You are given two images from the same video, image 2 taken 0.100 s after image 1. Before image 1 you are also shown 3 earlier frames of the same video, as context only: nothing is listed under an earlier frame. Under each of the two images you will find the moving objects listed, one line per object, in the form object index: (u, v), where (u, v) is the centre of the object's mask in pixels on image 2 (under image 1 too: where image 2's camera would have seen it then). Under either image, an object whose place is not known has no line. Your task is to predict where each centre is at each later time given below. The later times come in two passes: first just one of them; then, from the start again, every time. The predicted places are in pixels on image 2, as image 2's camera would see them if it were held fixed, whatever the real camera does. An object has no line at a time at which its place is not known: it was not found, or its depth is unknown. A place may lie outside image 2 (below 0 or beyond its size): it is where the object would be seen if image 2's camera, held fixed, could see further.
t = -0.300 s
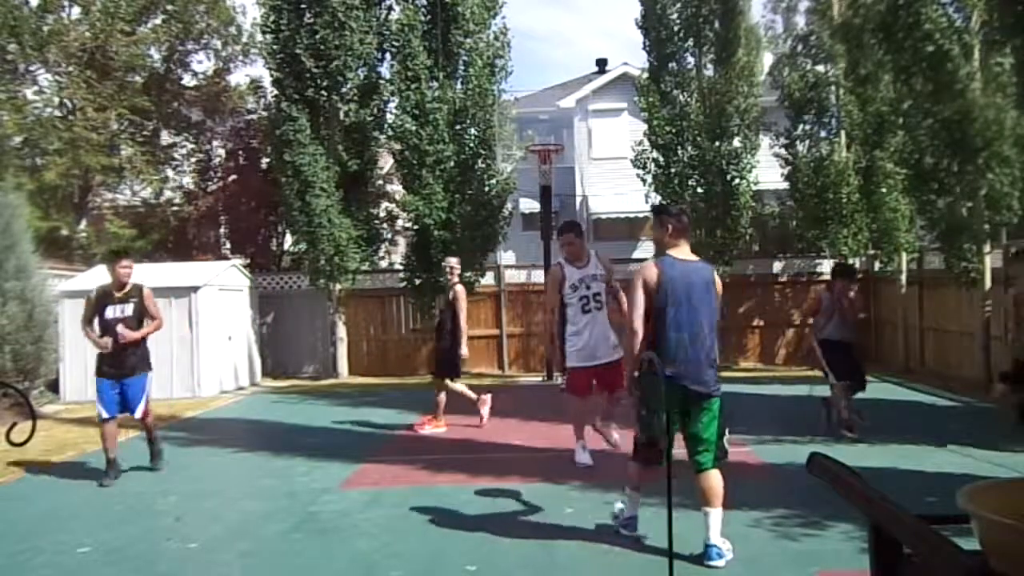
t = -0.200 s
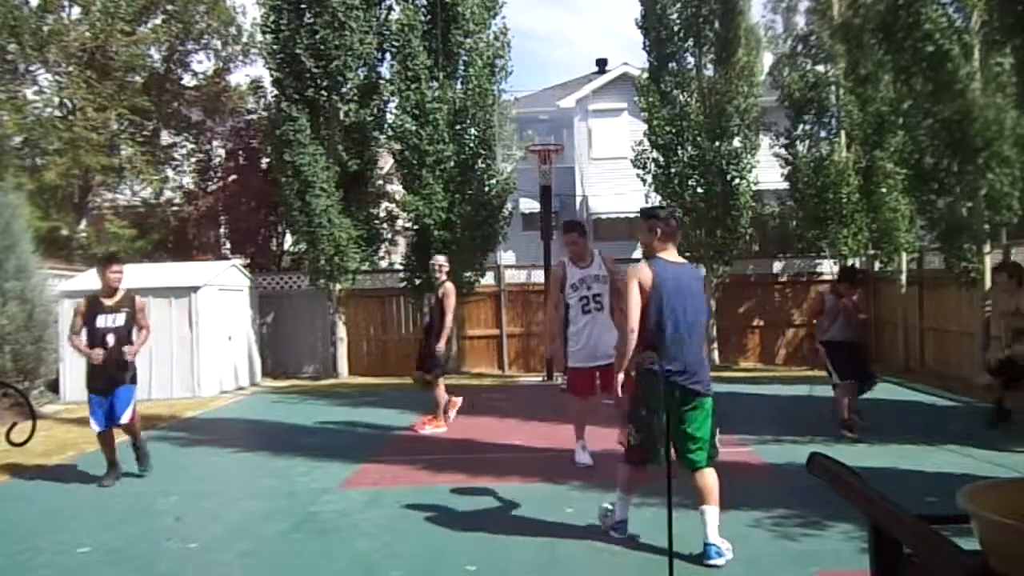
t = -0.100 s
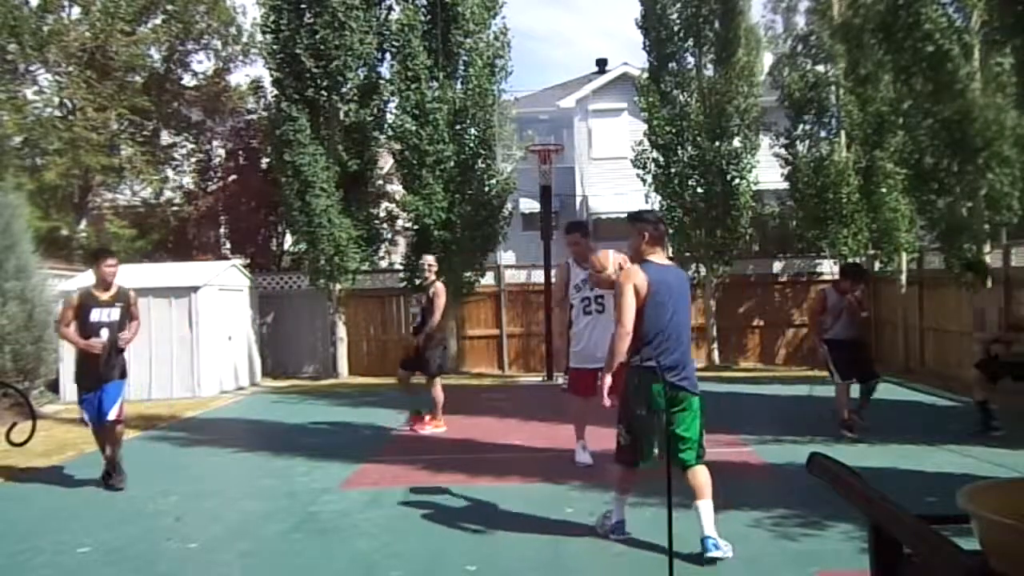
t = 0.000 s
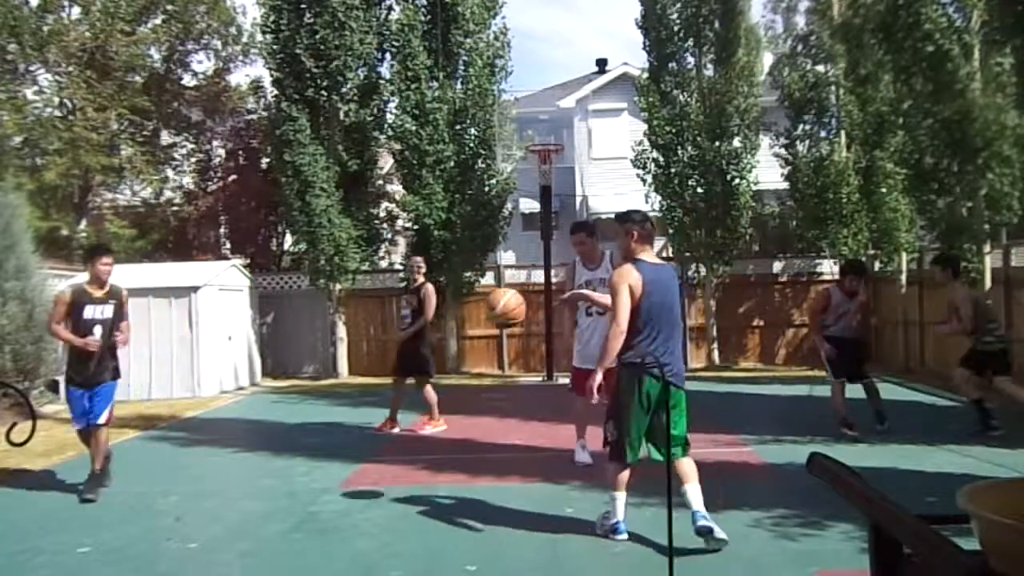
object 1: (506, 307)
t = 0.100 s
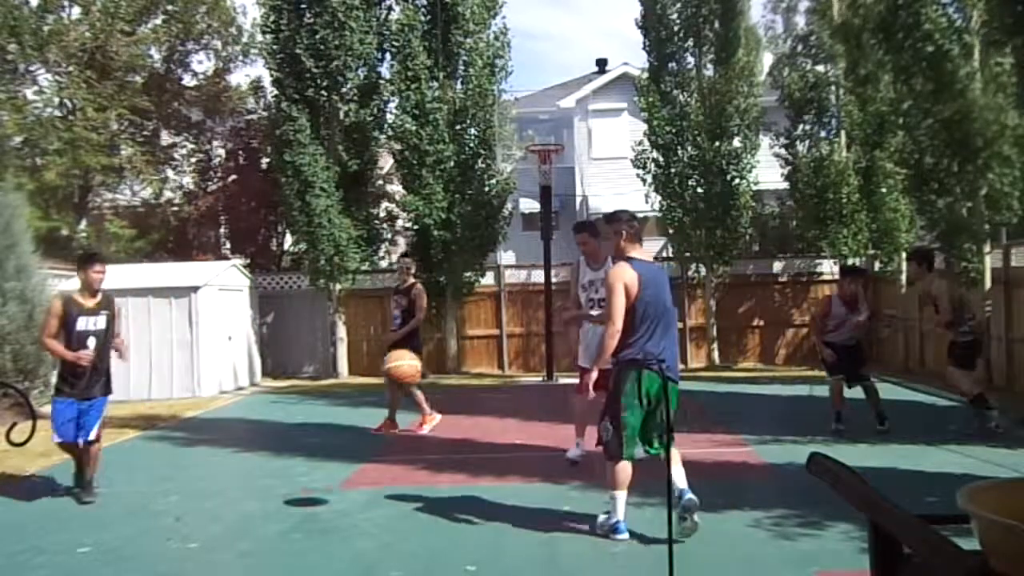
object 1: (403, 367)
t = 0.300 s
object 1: (219, 485)
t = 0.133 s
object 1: (369, 392)
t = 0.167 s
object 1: (335, 416)
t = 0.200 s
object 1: (302, 443)
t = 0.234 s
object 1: (269, 473)
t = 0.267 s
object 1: (237, 502)
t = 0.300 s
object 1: (219, 485)
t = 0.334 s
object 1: (201, 462)
